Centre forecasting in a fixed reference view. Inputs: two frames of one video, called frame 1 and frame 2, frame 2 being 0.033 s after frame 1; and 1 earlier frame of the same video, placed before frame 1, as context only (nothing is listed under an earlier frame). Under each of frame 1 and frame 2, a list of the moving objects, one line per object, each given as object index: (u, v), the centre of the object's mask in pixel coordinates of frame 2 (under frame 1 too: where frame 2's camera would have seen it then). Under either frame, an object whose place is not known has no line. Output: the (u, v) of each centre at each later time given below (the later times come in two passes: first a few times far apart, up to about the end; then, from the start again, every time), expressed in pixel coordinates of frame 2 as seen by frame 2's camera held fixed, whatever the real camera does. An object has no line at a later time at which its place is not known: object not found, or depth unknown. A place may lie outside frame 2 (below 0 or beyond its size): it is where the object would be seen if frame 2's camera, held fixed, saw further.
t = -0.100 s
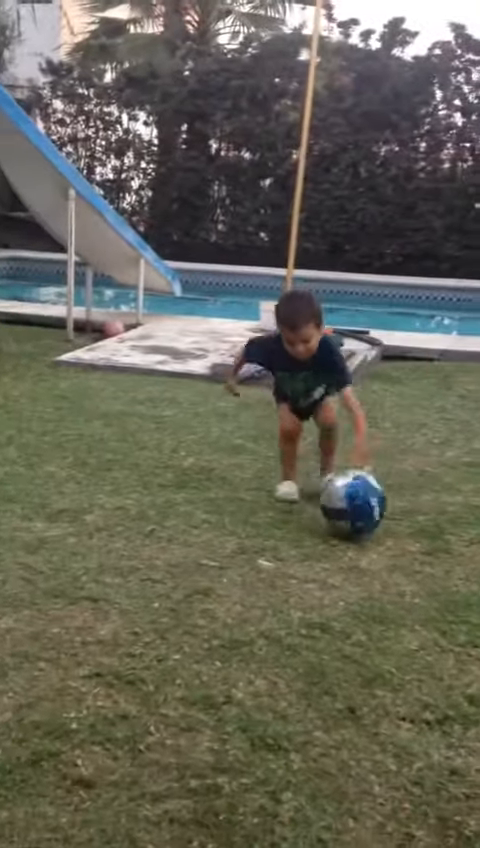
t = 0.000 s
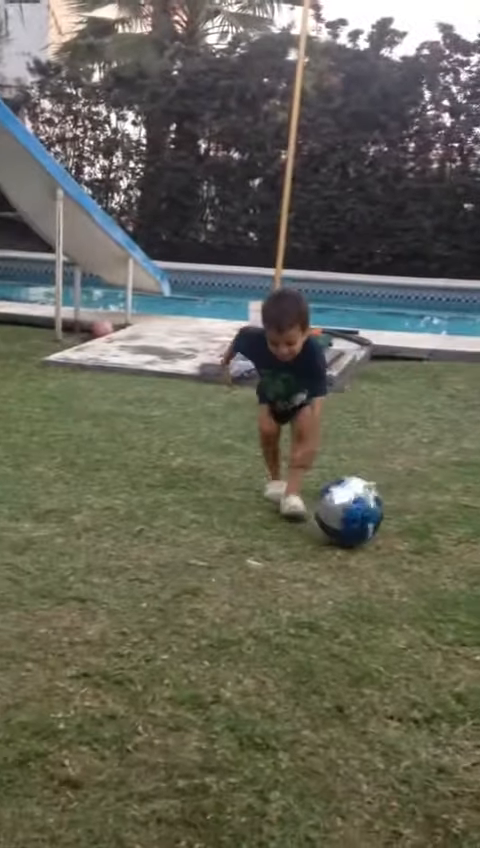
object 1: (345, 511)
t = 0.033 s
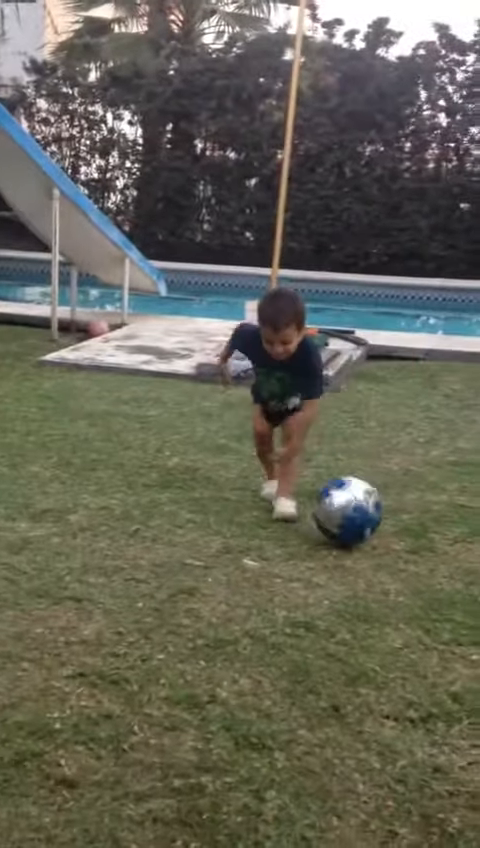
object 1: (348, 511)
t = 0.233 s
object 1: (367, 528)
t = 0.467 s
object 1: (401, 540)
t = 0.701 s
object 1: (438, 553)
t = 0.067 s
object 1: (350, 515)
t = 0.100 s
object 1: (352, 520)
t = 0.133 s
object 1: (355, 521)
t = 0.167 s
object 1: (358, 525)
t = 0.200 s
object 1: (363, 526)
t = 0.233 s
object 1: (367, 528)
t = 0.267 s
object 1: (372, 530)
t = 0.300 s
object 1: (376, 532)
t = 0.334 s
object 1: (380, 533)
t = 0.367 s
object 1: (386, 535)
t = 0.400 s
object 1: (391, 537)
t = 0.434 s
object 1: (395, 538)
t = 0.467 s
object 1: (401, 540)
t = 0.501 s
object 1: (406, 542)
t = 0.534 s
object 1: (411, 543)
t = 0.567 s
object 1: (416, 545)
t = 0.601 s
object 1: (423, 547)
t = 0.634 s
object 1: (429, 548)
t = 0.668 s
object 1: (435, 550)
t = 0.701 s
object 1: (438, 553)
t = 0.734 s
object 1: (444, 555)
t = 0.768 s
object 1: (449, 556)
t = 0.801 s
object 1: (454, 557)
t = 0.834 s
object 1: (460, 558)
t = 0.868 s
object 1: (466, 559)
